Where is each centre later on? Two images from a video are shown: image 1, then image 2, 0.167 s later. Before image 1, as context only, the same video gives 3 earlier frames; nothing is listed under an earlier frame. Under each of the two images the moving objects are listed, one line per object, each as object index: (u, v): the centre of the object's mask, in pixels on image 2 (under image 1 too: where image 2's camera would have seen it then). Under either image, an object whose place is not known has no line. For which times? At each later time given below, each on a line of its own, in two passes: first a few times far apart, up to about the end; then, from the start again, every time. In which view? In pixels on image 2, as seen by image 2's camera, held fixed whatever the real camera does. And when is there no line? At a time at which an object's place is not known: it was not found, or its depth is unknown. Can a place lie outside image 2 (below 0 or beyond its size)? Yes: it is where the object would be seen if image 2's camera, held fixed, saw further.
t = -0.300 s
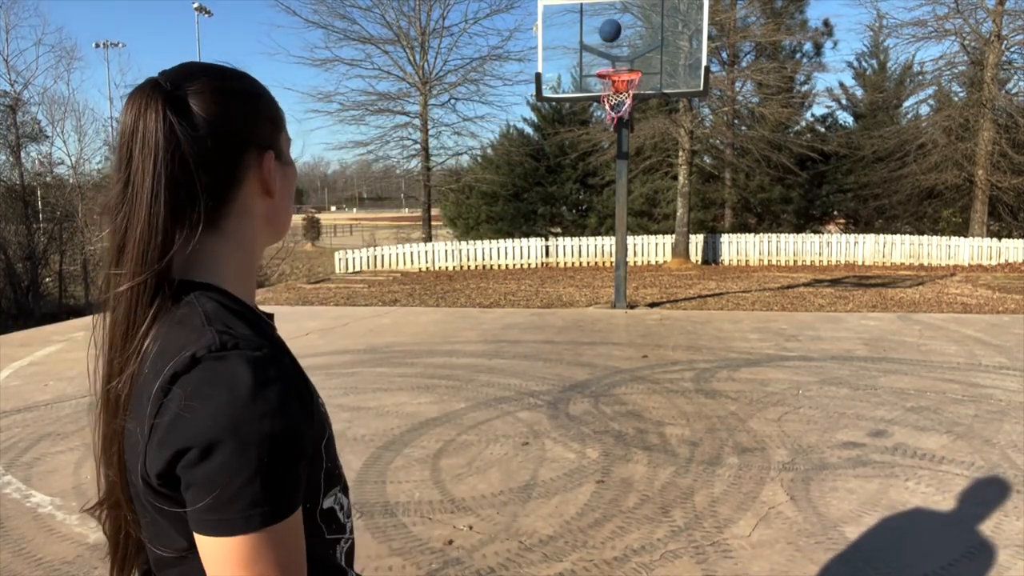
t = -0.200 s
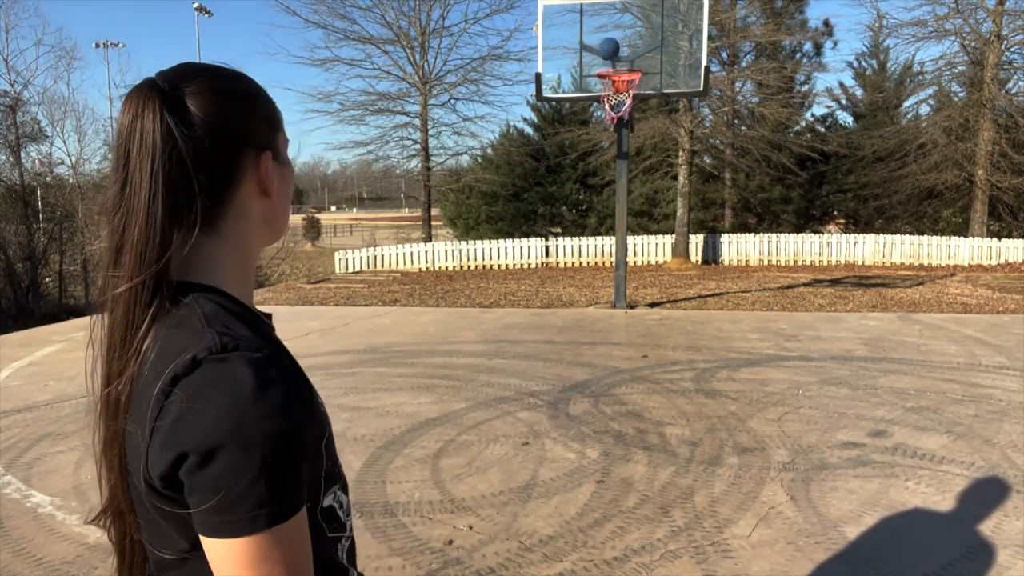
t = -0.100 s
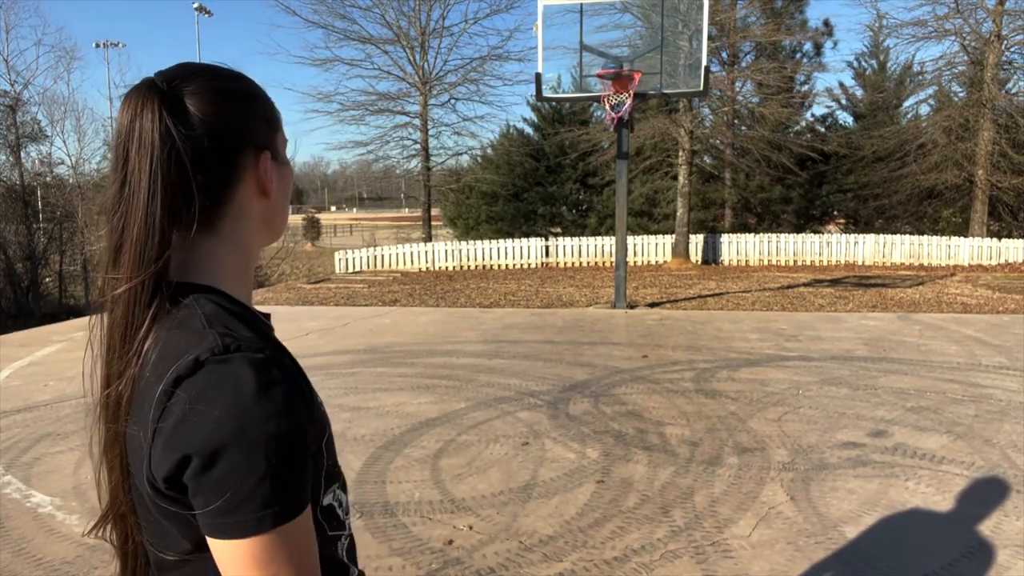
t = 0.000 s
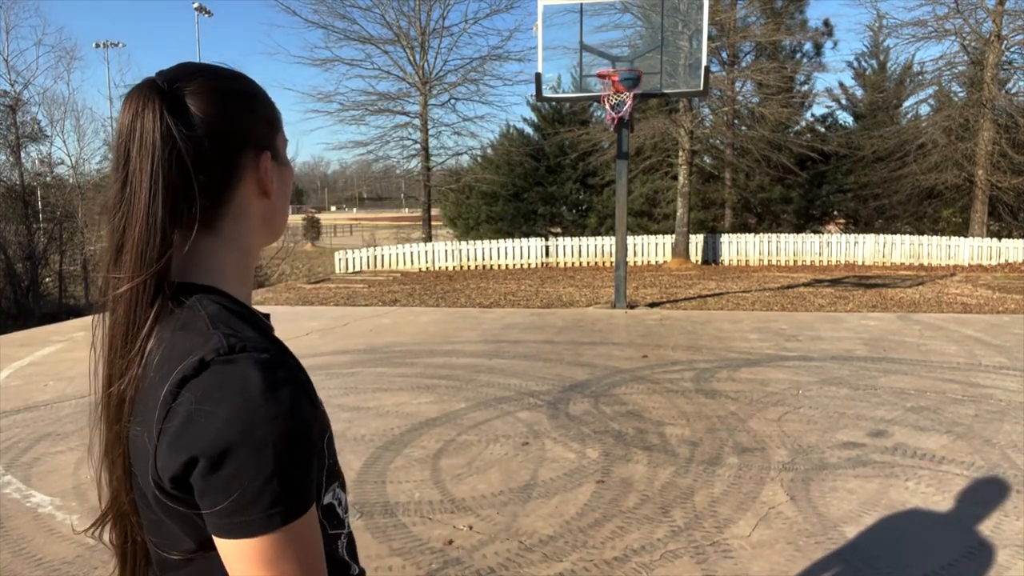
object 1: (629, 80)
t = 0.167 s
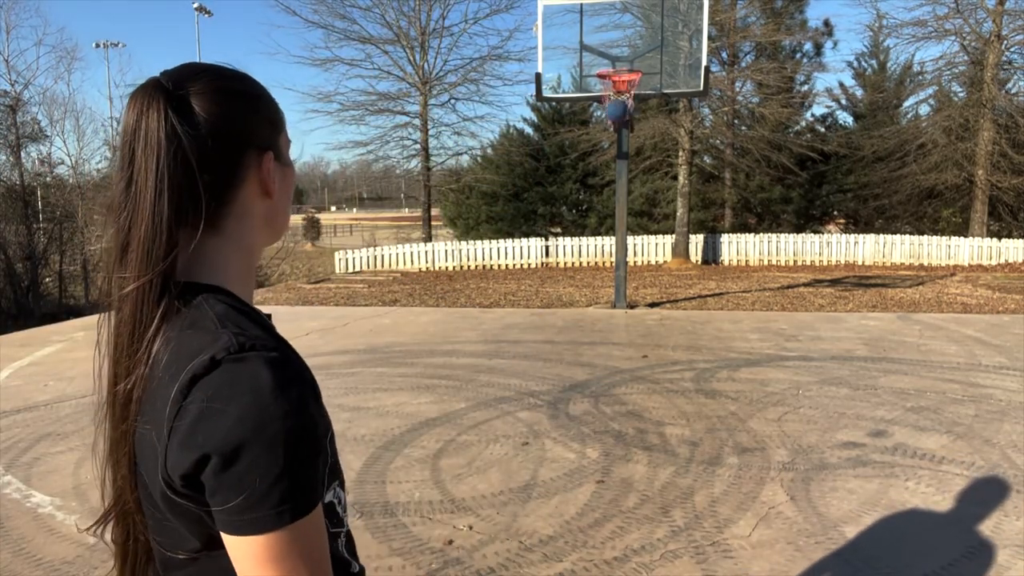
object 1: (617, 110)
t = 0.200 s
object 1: (612, 118)
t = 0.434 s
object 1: (592, 199)
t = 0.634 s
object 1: (577, 304)
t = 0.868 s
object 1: (563, 238)
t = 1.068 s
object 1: (552, 193)
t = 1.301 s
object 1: (538, 185)
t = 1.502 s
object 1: (529, 213)
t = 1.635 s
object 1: (523, 248)
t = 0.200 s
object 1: (612, 118)
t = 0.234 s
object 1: (609, 125)
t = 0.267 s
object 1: (606, 137)
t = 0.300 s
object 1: (604, 147)
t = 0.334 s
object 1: (601, 159)
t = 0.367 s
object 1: (598, 172)
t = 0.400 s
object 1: (594, 185)
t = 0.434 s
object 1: (592, 199)
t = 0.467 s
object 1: (589, 215)
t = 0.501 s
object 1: (586, 231)
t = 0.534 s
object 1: (585, 248)
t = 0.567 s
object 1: (582, 266)
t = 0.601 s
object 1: (580, 284)
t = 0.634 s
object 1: (577, 304)
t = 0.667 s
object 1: (575, 320)
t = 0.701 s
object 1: (573, 304)
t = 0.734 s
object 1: (571, 288)
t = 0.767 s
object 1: (570, 275)
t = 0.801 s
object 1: (568, 261)
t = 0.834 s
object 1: (565, 249)
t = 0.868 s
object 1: (563, 238)
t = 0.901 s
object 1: (560, 228)
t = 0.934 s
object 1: (559, 219)
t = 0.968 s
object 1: (556, 210)
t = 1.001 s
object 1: (555, 203)
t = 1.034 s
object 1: (554, 198)
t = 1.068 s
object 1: (552, 193)
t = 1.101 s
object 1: (550, 189)
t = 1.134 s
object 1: (547, 185)
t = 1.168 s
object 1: (545, 183)
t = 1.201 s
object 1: (544, 183)
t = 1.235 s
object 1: (542, 183)
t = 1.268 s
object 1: (540, 183)
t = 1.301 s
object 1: (538, 185)
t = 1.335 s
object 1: (536, 187)
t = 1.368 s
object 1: (535, 190)
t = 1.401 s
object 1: (534, 195)
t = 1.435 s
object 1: (532, 200)
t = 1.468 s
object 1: (531, 206)
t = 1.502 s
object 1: (529, 213)
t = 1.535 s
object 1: (527, 220)
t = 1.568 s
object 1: (526, 228)
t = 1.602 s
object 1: (525, 238)
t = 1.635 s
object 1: (523, 248)
